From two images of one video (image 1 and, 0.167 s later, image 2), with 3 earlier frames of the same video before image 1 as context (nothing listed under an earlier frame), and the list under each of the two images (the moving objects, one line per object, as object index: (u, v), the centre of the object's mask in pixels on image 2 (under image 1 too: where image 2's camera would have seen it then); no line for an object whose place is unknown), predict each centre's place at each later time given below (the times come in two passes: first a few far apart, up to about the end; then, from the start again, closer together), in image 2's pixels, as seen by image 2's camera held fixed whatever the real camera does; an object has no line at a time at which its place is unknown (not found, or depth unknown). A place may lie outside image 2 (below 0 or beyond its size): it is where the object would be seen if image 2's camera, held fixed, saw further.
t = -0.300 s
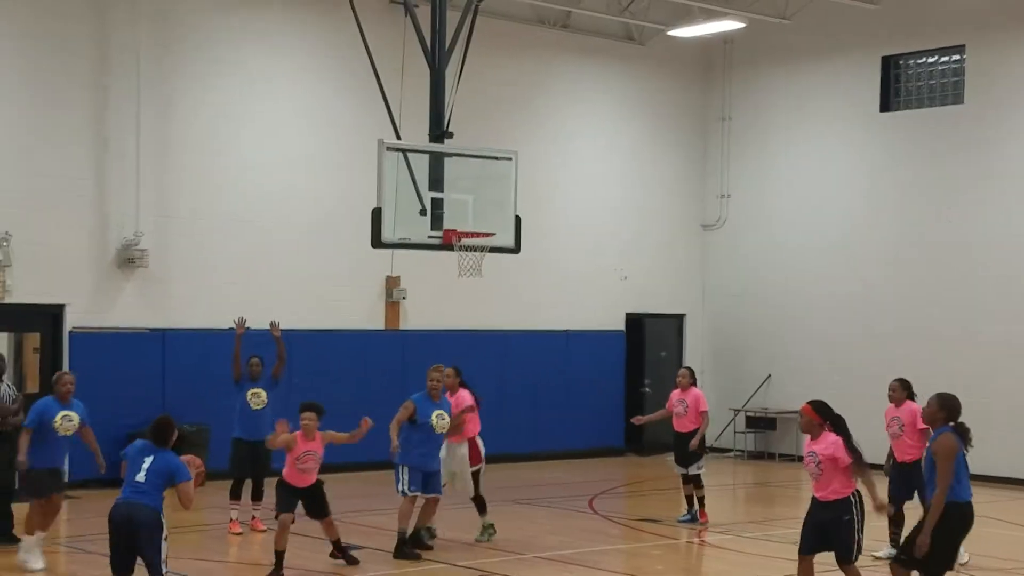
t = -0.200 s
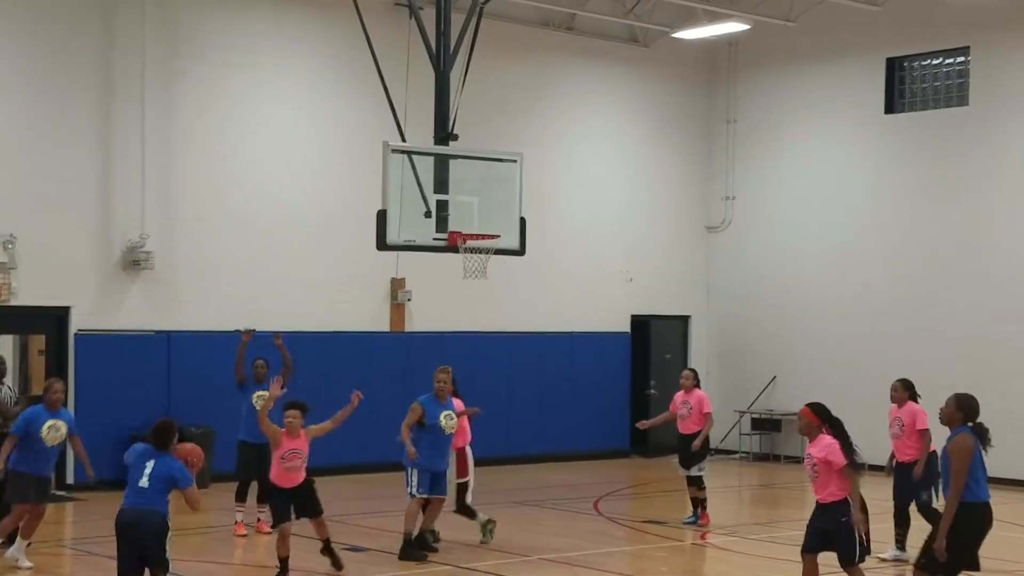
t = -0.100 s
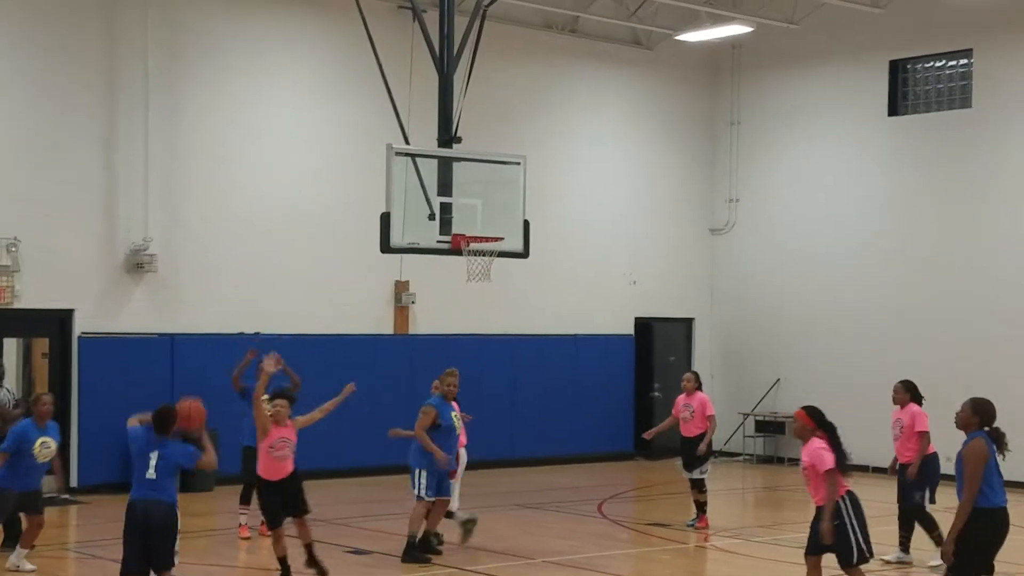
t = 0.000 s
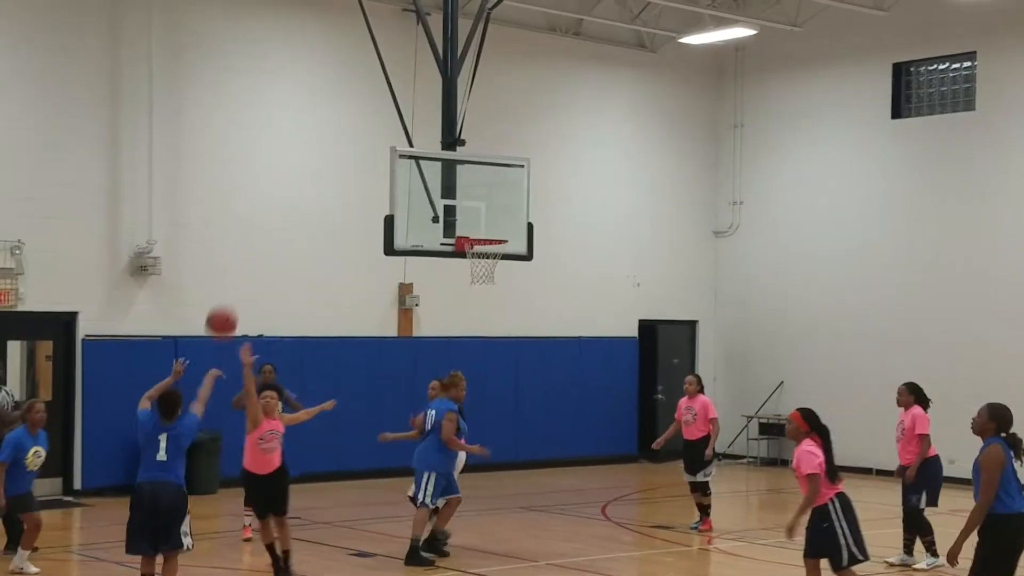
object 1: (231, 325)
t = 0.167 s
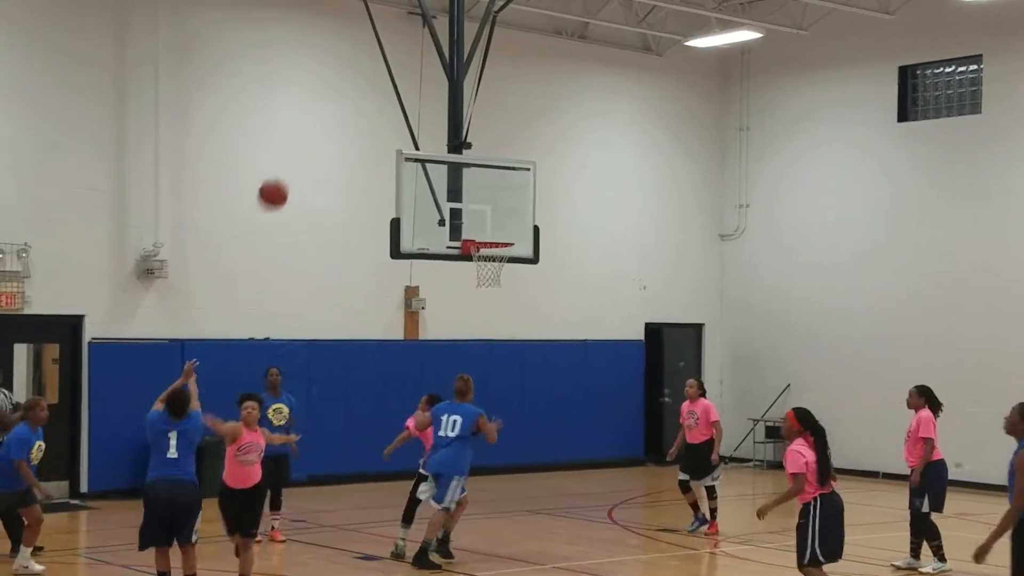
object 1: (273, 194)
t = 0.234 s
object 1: (289, 154)
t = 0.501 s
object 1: (345, 63)
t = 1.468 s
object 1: (398, 192)
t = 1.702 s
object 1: (318, 186)
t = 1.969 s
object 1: (222, 245)
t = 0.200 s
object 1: (281, 173)
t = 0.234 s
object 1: (289, 154)
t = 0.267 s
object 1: (296, 137)
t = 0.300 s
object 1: (304, 122)
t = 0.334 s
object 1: (311, 109)
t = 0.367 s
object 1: (318, 97)
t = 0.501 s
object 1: (345, 63)
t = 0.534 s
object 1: (351, 58)
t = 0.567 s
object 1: (357, 55)
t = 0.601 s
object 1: (362, 52)
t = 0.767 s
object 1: (393, 61)
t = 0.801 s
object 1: (399, 66)
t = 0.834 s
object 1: (404, 72)
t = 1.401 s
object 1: (423, 204)
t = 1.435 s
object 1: (410, 197)
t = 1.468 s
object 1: (398, 192)
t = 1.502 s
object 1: (386, 188)
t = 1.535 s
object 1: (374, 185)
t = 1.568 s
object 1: (365, 184)
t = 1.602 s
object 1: (355, 183)
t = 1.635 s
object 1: (343, 183)
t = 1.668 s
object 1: (331, 184)
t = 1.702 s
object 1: (318, 186)
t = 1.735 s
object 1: (306, 190)
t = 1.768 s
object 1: (295, 195)
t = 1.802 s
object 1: (283, 200)
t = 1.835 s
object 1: (271, 207)
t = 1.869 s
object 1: (259, 215)
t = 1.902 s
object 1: (245, 224)
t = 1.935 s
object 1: (233, 234)
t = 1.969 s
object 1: (222, 245)
